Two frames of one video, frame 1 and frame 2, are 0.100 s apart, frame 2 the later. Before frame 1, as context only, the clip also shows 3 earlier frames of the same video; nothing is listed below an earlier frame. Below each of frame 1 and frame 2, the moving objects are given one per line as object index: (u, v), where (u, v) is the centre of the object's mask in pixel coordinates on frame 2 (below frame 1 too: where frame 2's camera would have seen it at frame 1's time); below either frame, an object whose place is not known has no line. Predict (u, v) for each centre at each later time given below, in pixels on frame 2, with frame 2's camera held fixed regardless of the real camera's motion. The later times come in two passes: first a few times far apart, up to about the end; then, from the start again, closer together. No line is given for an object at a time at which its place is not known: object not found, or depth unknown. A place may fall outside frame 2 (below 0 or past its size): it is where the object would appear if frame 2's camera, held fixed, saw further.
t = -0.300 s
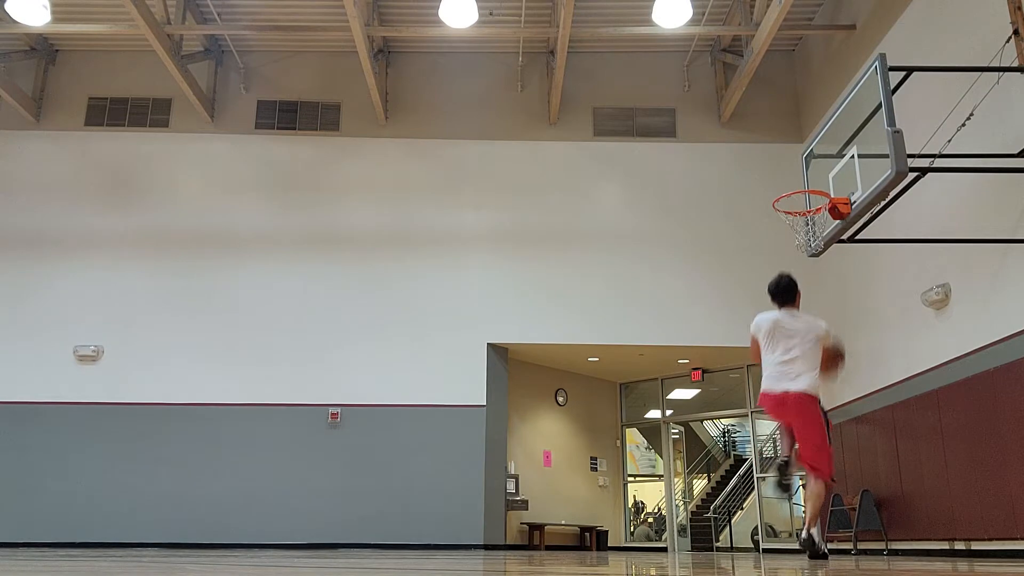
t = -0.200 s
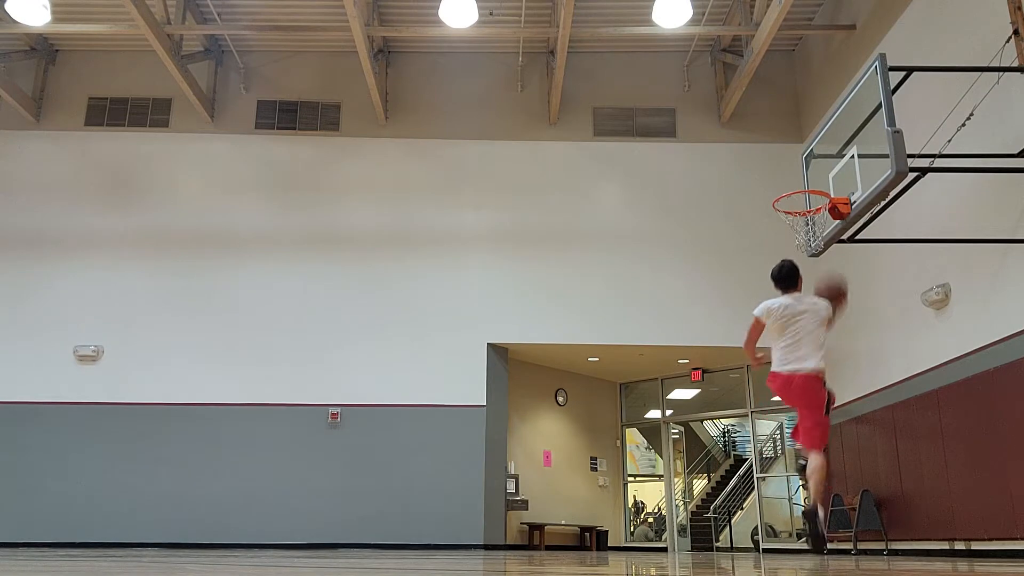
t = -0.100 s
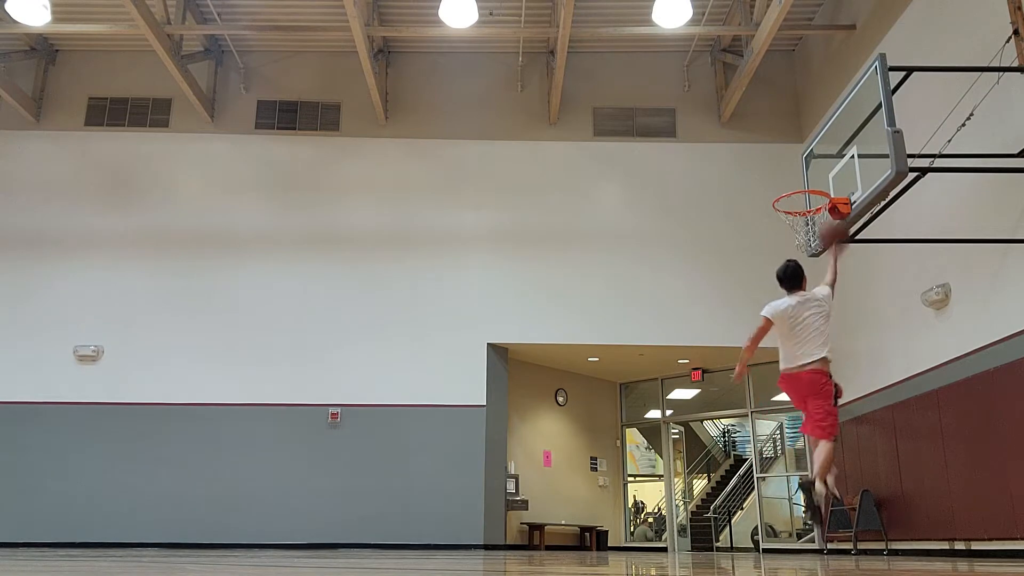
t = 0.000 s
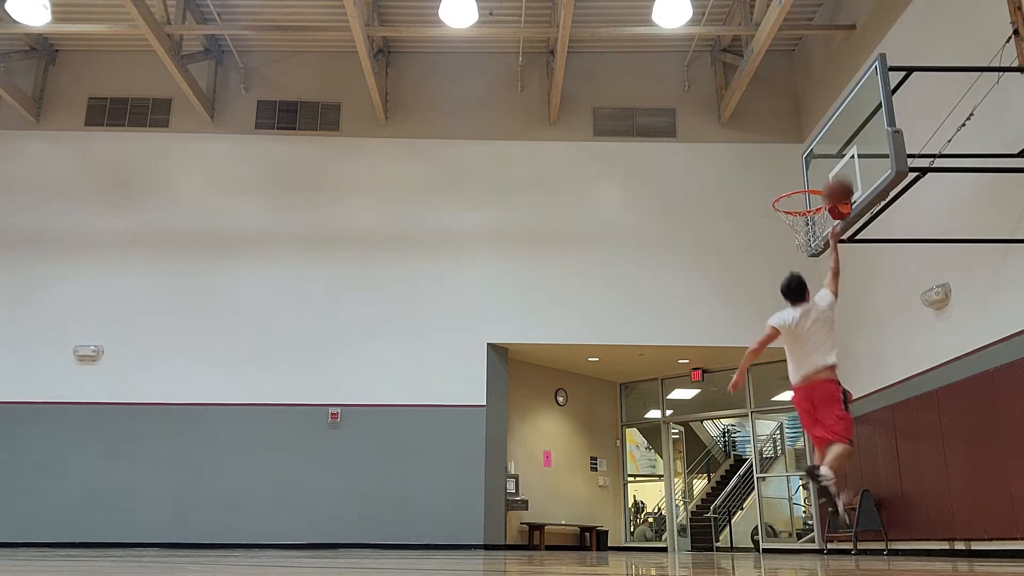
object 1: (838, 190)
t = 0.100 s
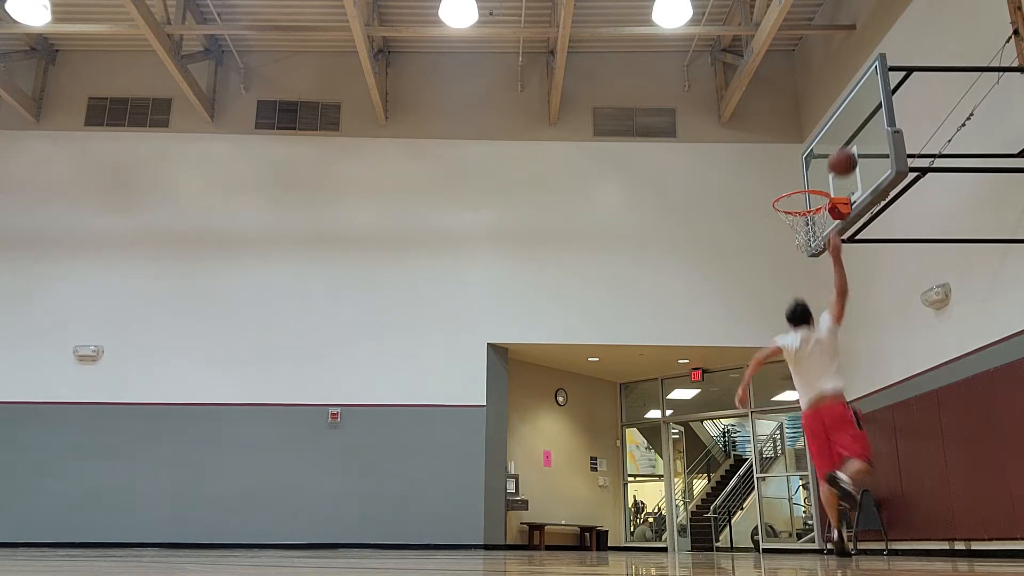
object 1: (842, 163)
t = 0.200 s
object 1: (848, 146)
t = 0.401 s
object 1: (820, 151)
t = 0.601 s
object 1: (795, 195)
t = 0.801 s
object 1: (806, 247)
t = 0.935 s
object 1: (815, 290)
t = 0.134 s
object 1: (844, 156)
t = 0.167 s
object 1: (846, 150)
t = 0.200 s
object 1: (848, 146)
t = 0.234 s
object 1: (846, 144)
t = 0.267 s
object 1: (841, 143)
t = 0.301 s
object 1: (836, 144)
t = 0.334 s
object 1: (831, 145)
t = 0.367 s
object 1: (825, 148)
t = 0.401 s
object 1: (820, 151)
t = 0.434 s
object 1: (816, 156)
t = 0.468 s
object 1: (810, 162)
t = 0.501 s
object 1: (806, 169)
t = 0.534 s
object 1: (801, 177)
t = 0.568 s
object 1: (797, 185)
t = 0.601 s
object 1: (795, 195)
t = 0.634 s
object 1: (797, 204)
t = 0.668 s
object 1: (797, 211)
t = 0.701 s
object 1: (799, 222)
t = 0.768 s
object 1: (806, 244)
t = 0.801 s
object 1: (806, 247)
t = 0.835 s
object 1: (808, 257)
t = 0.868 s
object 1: (810, 266)
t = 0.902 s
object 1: (813, 277)
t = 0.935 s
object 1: (815, 290)
